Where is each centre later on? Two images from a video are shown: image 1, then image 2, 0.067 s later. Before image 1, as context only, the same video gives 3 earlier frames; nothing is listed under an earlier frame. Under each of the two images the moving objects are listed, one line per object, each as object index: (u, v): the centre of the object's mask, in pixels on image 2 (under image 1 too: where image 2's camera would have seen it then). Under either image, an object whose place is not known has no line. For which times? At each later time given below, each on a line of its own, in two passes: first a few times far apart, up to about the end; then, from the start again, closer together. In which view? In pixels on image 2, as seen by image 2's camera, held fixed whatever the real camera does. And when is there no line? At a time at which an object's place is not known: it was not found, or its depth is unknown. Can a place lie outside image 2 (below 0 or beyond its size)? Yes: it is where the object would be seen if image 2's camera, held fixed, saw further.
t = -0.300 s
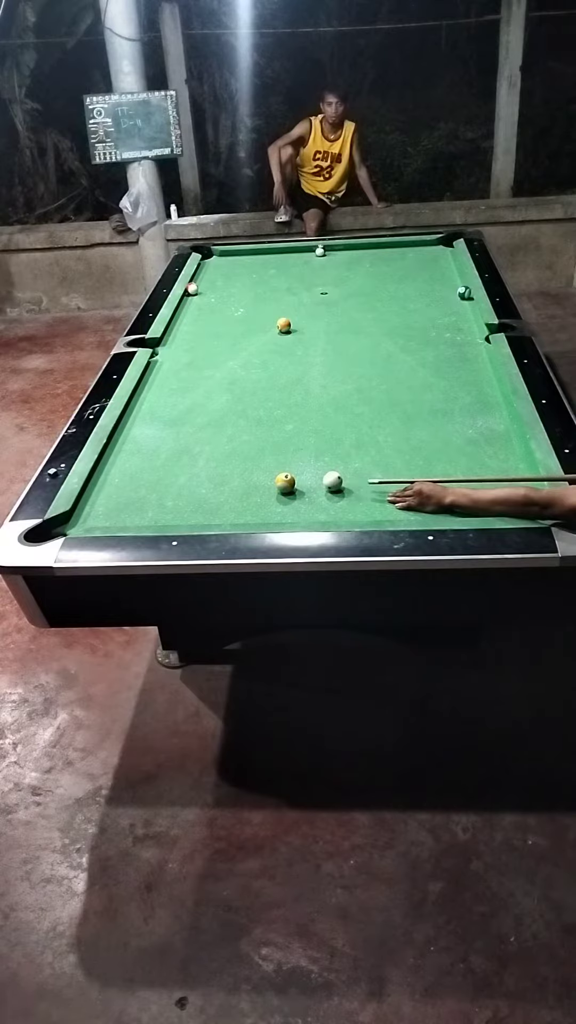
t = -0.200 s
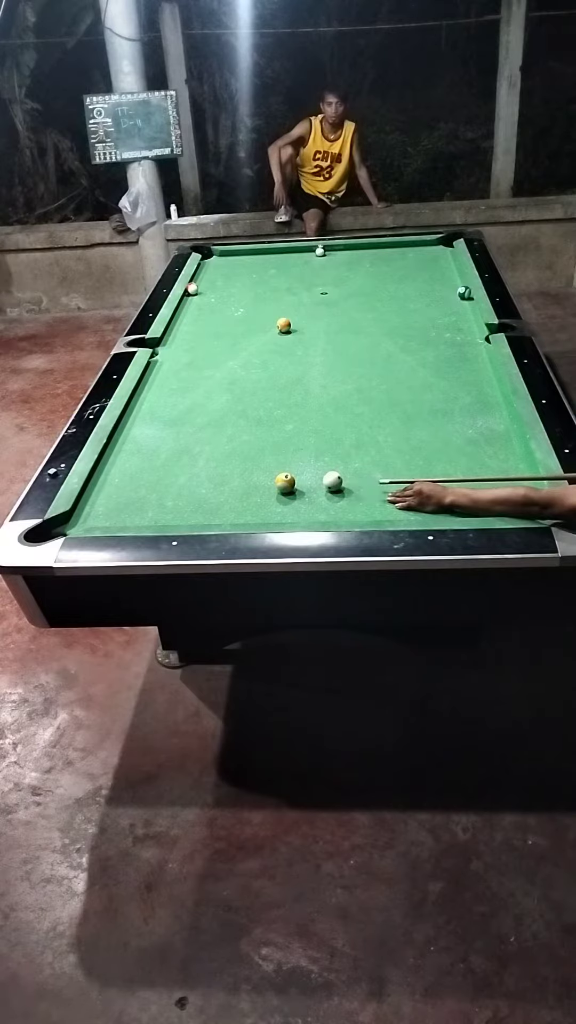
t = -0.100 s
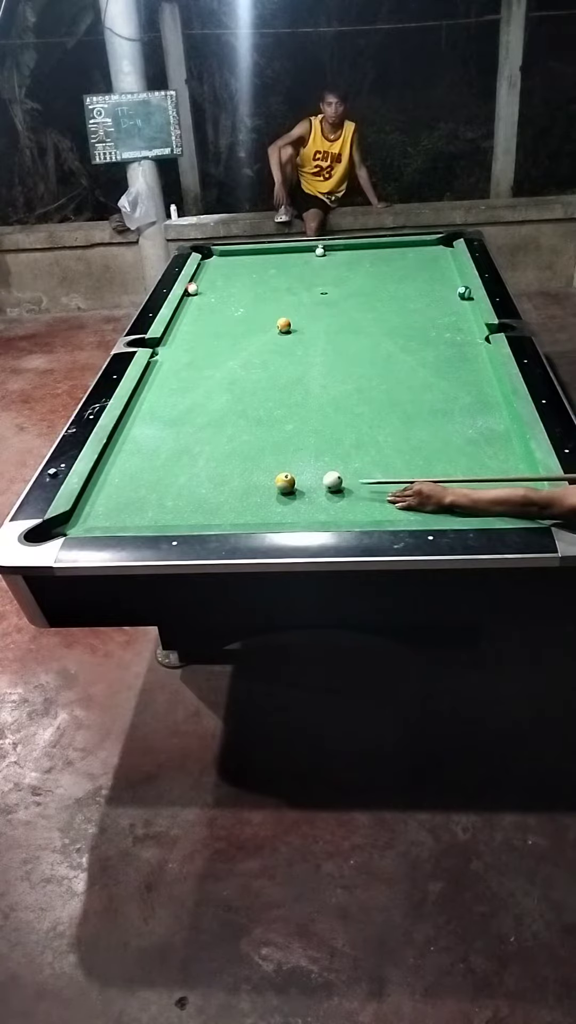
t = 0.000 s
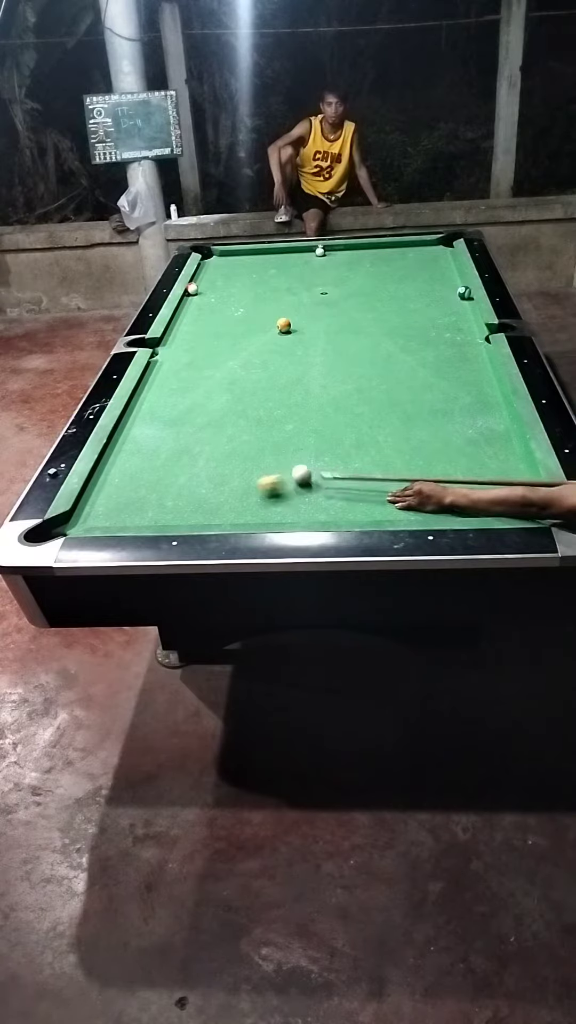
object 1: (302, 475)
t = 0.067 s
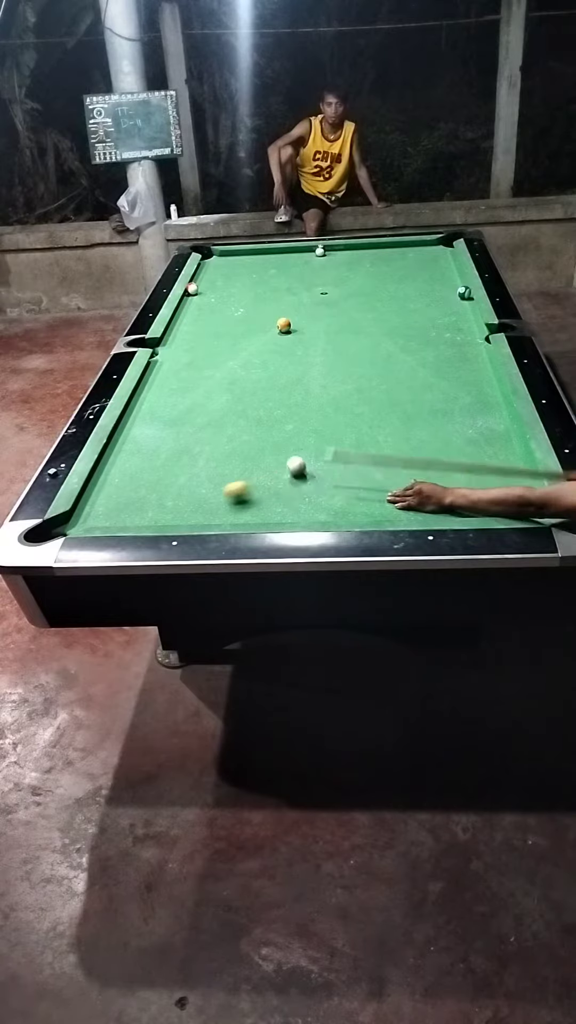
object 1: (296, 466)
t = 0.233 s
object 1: (284, 446)
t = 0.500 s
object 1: (266, 419)
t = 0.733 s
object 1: (253, 398)
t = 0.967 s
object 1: (242, 380)
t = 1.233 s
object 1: (231, 362)
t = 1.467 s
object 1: (222, 348)
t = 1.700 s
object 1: (215, 336)
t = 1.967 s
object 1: (207, 323)
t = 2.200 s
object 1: (202, 313)
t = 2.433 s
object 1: (197, 304)
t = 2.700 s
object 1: (192, 295)
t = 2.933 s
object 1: (191, 292)
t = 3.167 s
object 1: (192, 292)
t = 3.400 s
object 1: (192, 293)
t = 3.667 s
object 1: (190, 293)
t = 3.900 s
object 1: (190, 293)
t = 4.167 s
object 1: (190, 293)
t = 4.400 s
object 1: (190, 293)
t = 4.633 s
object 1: (190, 293)
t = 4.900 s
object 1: (190, 293)
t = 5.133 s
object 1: (190, 293)
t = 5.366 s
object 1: (190, 293)
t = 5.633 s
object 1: (190, 293)
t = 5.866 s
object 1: (190, 293)
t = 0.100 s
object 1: (294, 462)
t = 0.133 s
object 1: (291, 458)
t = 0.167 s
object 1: (289, 454)
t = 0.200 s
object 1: (286, 450)
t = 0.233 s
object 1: (284, 446)
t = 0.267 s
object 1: (282, 443)
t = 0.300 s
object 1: (280, 439)
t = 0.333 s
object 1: (277, 435)
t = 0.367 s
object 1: (275, 432)
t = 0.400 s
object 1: (273, 429)
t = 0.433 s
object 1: (271, 425)
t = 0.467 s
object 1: (269, 422)
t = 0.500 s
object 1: (266, 419)
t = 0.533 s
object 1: (264, 415)
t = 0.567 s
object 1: (262, 413)
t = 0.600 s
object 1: (261, 410)
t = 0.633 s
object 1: (259, 407)
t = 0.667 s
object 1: (257, 404)
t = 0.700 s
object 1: (255, 401)
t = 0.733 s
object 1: (253, 398)
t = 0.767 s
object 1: (252, 396)
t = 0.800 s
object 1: (250, 393)
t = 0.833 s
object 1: (248, 390)
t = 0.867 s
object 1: (246, 388)
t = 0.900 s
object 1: (245, 385)
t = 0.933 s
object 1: (243, 383)
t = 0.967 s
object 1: (242, 380)
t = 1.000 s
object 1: (240, 378)
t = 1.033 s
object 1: (239, 375)
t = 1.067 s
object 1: (238, 373)
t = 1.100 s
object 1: (236, 371)
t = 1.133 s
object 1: (234, 369)
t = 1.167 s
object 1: (233, 366)
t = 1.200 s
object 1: (232, 364)
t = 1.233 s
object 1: (231, 362)
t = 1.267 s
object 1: (229, 360)
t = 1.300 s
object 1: (228, 358)
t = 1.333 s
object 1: (227, 356)
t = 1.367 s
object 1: (226, 354)
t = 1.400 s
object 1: (225, 352)
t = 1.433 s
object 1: (223, 350)
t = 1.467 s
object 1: (222, 348)
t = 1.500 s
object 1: (221, 346)
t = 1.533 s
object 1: (220, 345)
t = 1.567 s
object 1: (219, 343)
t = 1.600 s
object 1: (218, 341)
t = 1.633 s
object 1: (217, 339)
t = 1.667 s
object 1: (216, 337)
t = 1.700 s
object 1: (215, 336)
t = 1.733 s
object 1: (214, 334)
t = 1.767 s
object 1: (213, 333)
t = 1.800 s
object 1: (212, 331)
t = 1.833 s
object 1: (211, 329)
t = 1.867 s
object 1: (210, 328)
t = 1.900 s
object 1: (209, 326)
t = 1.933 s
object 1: (208, 325)
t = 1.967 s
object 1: (207, 323)
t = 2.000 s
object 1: (206, 322)
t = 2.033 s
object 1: (206, 320)
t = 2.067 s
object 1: (205, 319)
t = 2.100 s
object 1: (204, 317)
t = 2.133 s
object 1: (203, 316)
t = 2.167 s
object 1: (203, 315)
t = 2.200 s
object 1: (202, 313)
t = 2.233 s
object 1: (201, 312)
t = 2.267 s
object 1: (200, 311)
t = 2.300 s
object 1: (199, 309)
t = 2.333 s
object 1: (199, 308)
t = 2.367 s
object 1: (198, 307)
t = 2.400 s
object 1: (197, 306)
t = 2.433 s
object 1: (197, 304)
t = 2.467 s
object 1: (196, 303)
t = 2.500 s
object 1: (195, 302)
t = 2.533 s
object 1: (195, 301)
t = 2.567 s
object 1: (194, 300)
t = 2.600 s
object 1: (194, 299)
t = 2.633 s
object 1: (193, 297)
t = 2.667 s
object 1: (192, 296)
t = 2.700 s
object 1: (192, 295)
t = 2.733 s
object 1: (191, 294)
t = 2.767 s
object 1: (191, 293)
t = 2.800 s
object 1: (190, 293)
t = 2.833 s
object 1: (190, 293)
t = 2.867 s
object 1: (190, 293)
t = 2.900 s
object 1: (190, 293)
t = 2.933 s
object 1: (191, 292)
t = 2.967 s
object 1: (191, 292)
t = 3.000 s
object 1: (192, 292)
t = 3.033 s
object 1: (192, 292)
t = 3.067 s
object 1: (192, 292)
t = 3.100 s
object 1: (192, 292)
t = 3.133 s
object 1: (192, 292)
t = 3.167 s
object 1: (192, 292)
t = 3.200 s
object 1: (192, 292)
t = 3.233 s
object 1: (192, 292)
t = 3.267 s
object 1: (192, 292)
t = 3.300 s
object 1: (192, 292)
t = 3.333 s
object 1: (192, 293)
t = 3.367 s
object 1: (192, 293)
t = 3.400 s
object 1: (192, 293)
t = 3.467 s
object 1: (192, 293)
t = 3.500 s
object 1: (191, 293)
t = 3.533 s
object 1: (191, 293)
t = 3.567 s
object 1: (191, 293)
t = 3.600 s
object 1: (191, 293)
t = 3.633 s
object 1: (190, 293)
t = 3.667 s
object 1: (190, 293)
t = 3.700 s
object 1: (190, 293)
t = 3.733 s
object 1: (190, 293)
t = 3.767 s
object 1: (190, 293)
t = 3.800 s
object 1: (190, 293)
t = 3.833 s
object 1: (190, 293)
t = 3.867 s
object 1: (190, 293)
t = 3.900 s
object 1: (190, 293)
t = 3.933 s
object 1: (190, 293)
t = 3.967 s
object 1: (190, 293)
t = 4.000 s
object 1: (190, 293)
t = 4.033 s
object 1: (190, 293)
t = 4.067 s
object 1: (190, 293)
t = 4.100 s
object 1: (190, 293)
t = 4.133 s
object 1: (190, 293)
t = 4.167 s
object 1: (190, 293)
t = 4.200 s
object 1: (190, 293)
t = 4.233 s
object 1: (190, 293)
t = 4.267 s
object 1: (190, 293)
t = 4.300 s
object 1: (190, 293)
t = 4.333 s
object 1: (190, 293)
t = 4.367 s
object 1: (190, 293)
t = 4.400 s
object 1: (190, 293)
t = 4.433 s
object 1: (190, 293)
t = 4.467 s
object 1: (190, 293)
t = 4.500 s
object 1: (190, 293)
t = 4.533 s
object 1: (190, 293)
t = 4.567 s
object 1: (190, 293)
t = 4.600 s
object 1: (190, 293)
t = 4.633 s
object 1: (190, 293)
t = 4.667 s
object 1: (190, 293)
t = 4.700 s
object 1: (190, 293)
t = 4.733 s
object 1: (190, 293)
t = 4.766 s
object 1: (190, 293)
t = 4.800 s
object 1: (190, 293)
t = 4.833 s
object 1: (190, 293)
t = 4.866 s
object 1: (190, 293)
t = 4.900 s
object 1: (190, 293)
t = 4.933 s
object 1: (190, 293)
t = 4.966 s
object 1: (190, 293)
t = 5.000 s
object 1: (190, 293)
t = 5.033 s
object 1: (190, 293)
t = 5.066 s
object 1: (190, 293)
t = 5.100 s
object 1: (190, 293)
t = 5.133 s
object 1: (190, 293)
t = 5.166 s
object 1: (190, 293)
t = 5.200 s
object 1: (190, 293)
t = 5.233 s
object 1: (190, 293)
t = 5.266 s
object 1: (190, 293)
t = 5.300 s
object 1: (190, 293)
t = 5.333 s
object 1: (190, 293)
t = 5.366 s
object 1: (190, 293)
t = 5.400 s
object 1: (190, 293)
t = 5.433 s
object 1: (190, 293)
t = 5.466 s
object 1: (190, 293)
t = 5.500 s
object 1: (190, 293)
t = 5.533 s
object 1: (190, 293)
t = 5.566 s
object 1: (190, 293)
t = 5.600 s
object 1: (190, 293)
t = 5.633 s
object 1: (190, 293)
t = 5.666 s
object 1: (190, 293)
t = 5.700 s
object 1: (190, 293)
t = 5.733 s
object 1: (190, 293)
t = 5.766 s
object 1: (190, 293)
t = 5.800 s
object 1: (190, 293)
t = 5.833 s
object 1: (190, 293)
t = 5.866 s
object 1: (190, 293)
